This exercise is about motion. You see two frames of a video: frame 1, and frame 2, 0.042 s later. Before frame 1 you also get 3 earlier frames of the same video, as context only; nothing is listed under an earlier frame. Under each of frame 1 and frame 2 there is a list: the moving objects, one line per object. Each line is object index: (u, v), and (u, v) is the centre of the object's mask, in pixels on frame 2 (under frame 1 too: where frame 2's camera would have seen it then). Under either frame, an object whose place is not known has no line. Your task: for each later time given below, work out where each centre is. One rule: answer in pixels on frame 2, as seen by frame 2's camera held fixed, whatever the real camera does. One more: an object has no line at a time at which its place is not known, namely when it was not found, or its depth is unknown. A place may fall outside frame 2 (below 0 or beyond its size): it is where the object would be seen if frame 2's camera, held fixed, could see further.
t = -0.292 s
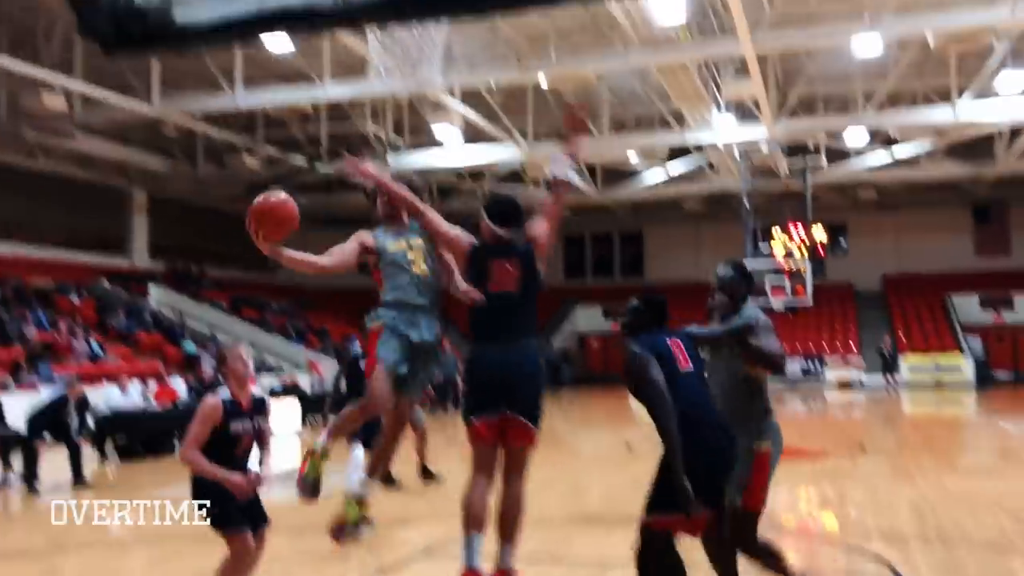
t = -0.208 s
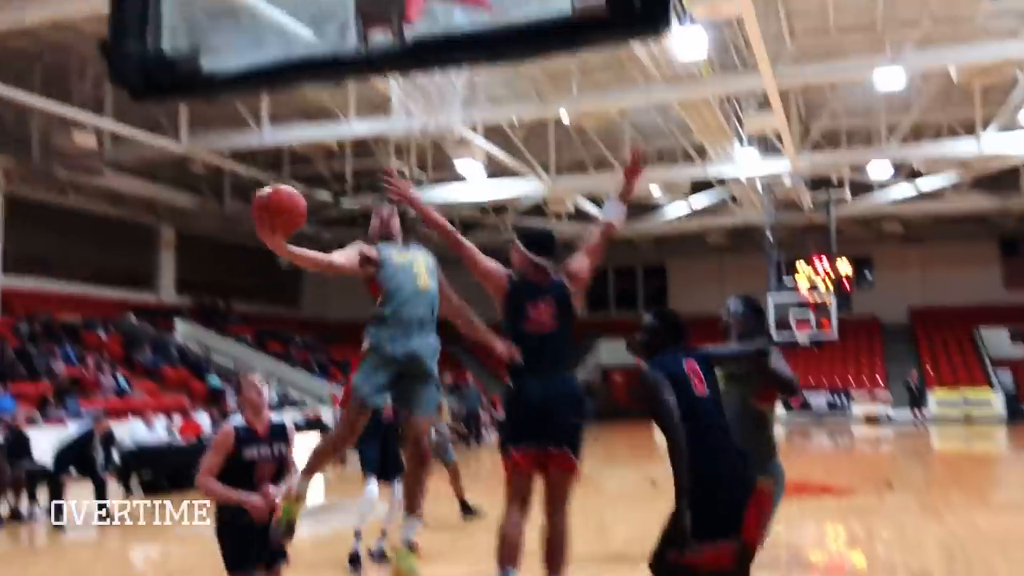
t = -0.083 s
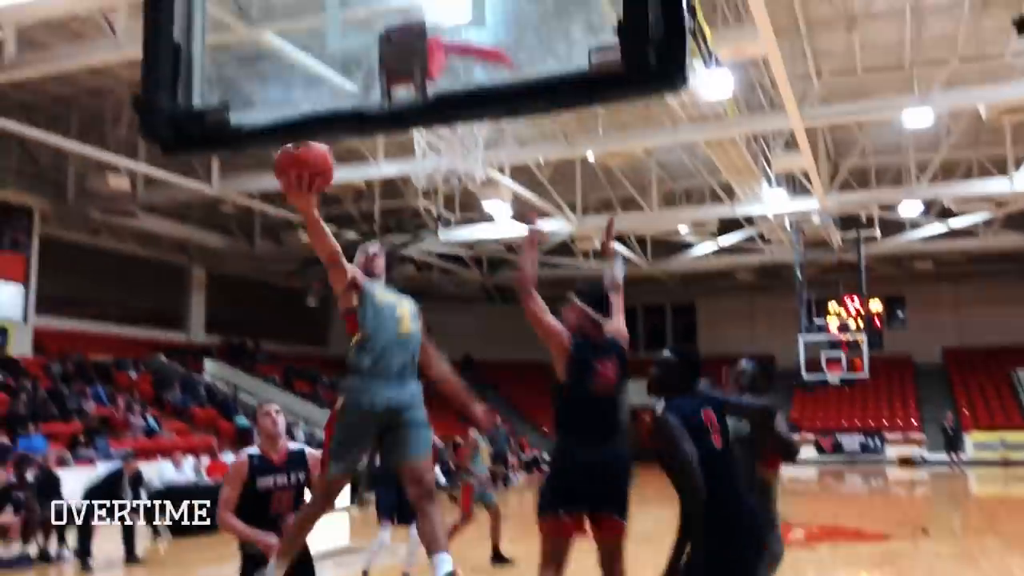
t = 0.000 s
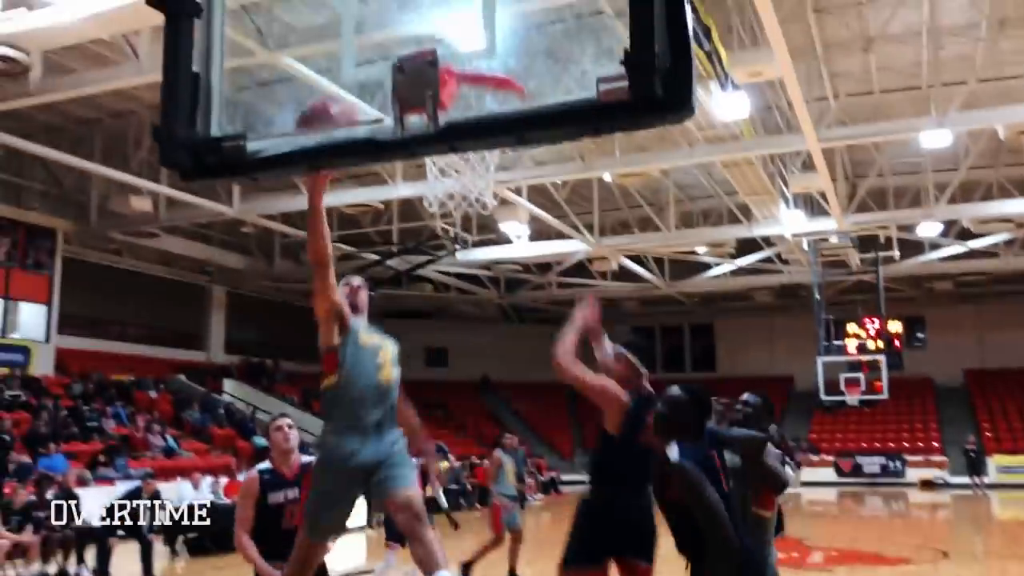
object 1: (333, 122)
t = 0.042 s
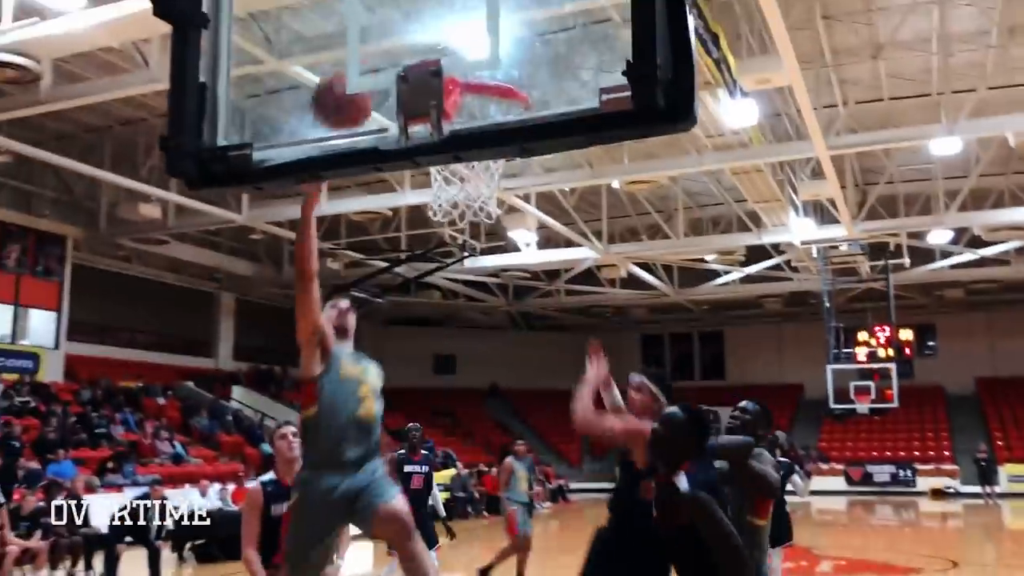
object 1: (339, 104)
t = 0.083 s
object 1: (340, 88)
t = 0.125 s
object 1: (359, 56)
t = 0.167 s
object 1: (368, 43)
